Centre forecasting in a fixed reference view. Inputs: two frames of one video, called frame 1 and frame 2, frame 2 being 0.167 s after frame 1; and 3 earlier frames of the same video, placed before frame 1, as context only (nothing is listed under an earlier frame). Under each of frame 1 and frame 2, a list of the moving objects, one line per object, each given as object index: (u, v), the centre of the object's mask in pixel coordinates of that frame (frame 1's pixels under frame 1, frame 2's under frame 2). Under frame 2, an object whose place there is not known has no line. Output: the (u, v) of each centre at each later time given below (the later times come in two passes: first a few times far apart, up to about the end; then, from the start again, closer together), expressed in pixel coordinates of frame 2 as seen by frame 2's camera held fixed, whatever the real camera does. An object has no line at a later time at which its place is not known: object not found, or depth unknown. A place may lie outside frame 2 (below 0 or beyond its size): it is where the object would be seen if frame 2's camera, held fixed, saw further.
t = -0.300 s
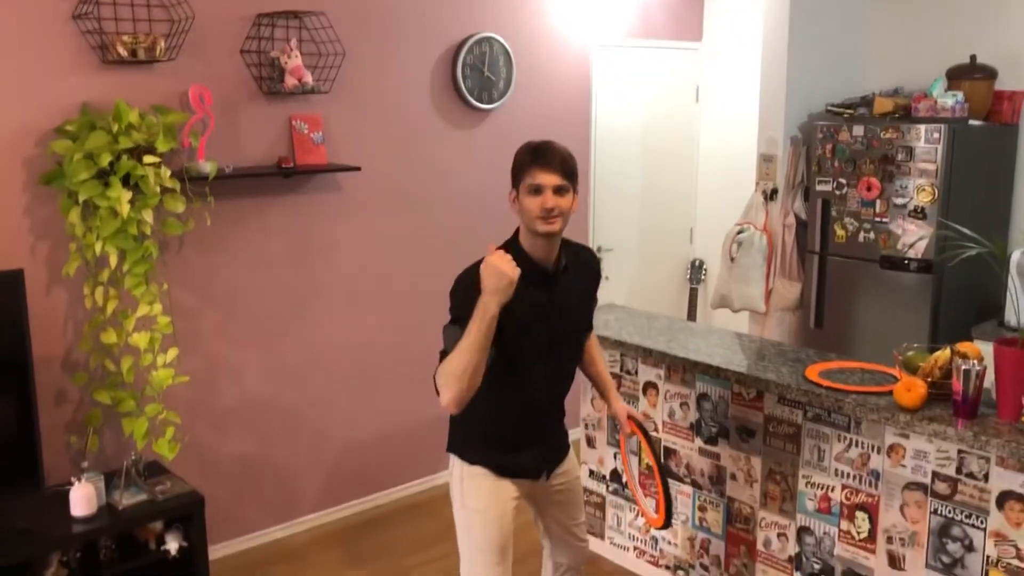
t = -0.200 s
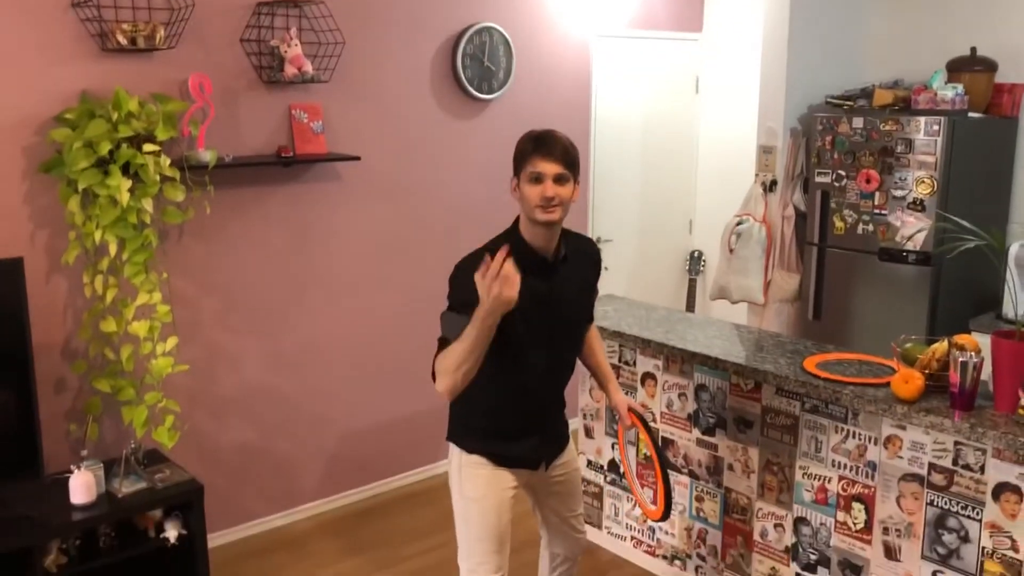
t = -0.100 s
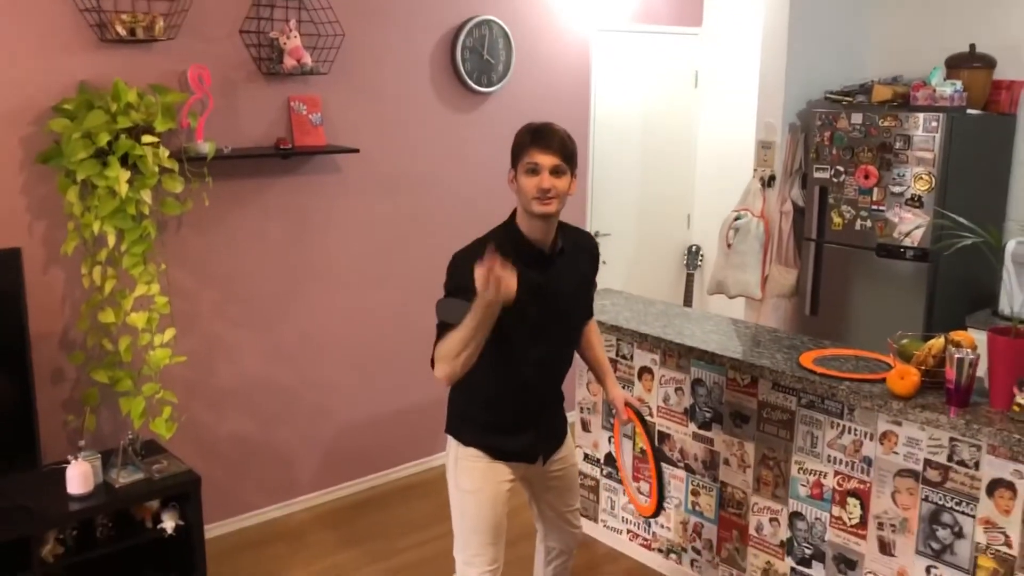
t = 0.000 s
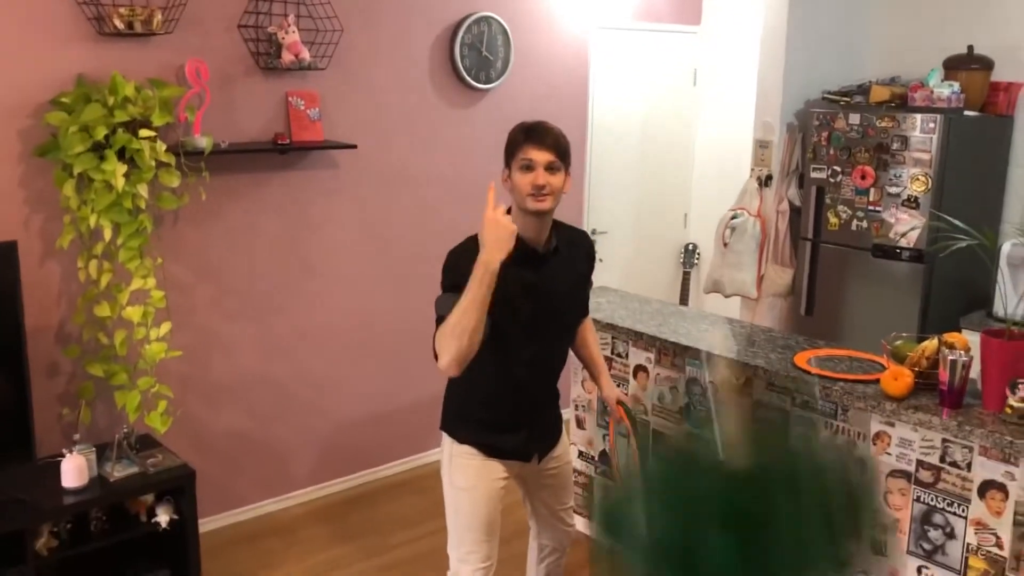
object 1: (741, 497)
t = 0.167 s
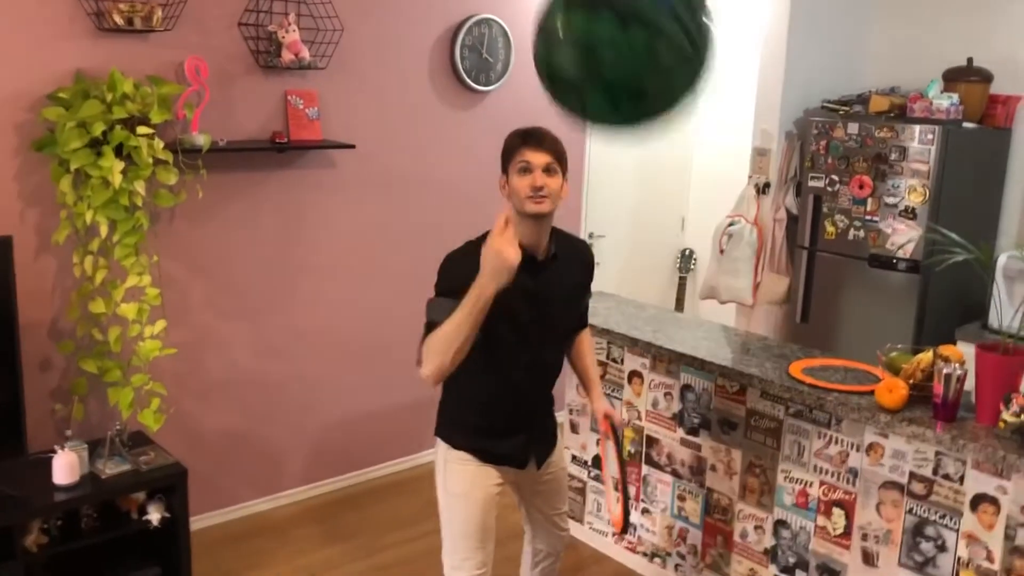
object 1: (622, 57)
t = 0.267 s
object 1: (585, 29)
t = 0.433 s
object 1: (544, 87)
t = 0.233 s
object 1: (594, 32)
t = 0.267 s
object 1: (585, 29)
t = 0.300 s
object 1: (576, 29)
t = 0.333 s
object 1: (566, 32)
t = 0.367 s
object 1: (558, 43)
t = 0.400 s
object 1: (550, 65)
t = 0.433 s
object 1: (544, 87)
